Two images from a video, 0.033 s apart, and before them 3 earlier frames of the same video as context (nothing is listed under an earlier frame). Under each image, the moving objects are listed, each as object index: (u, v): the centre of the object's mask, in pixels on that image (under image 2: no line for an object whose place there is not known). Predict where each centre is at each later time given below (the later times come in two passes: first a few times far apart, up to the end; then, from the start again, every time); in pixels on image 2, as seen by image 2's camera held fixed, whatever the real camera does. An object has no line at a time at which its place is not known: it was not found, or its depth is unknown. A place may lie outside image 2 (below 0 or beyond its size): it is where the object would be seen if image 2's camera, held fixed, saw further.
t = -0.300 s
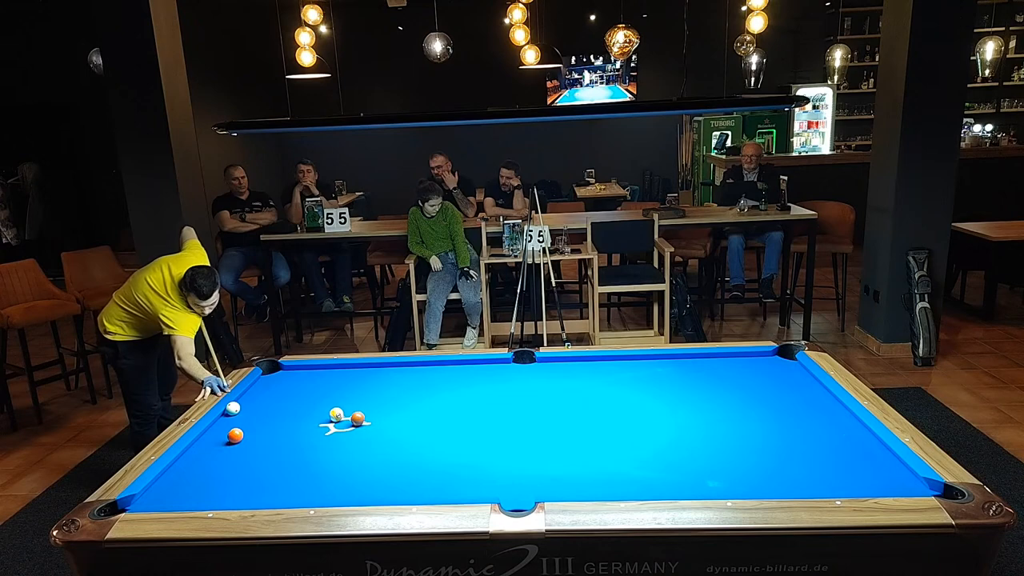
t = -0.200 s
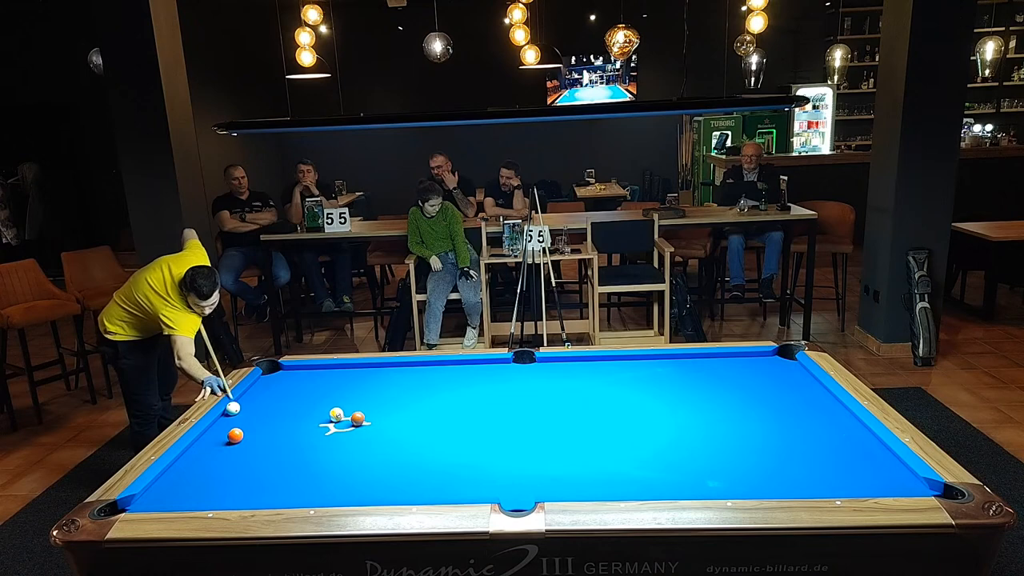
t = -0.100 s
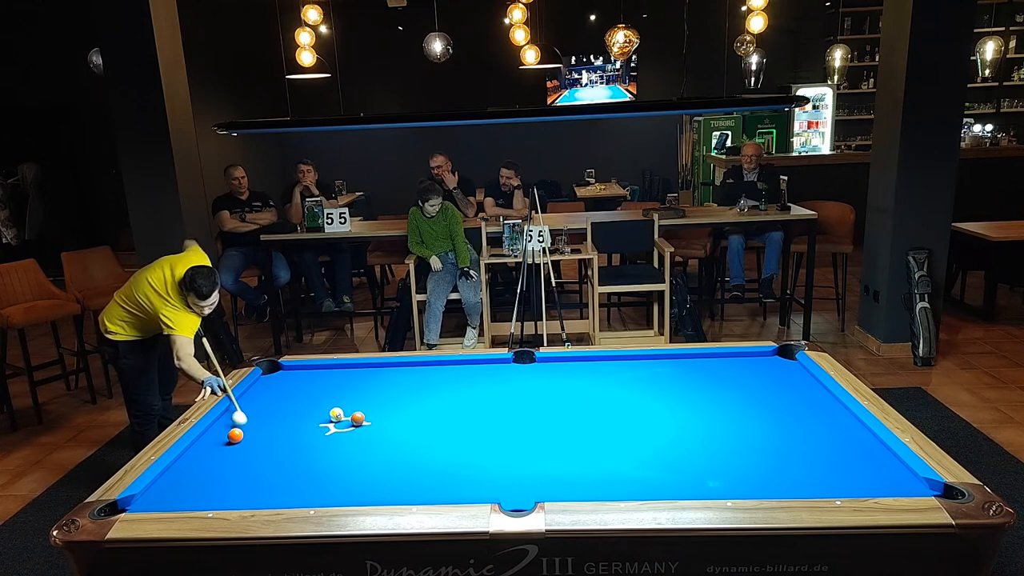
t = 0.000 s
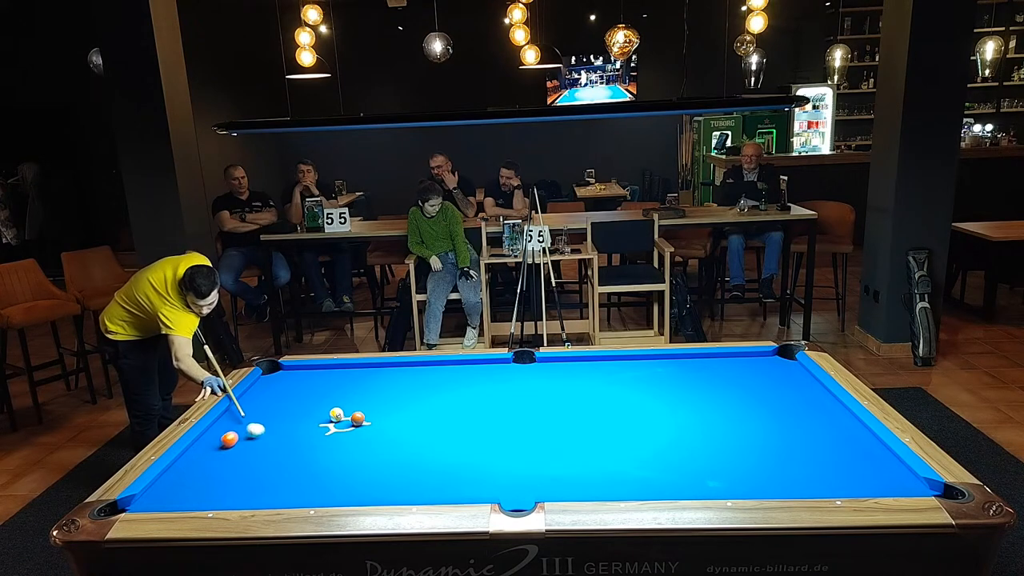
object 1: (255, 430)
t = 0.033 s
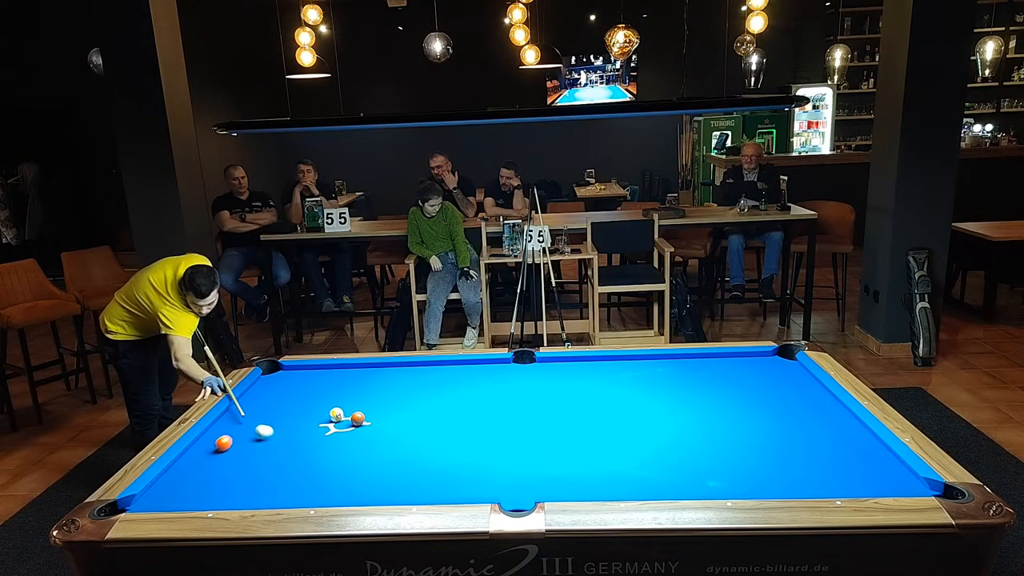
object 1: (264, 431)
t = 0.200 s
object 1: (306, 442)
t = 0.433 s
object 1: (368, 459)
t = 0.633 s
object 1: (427, 475)
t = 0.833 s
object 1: (492, 491)
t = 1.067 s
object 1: (555, 478)
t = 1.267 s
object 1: (605, 466)
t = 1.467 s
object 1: (652, 455)
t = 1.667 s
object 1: (695, 446)
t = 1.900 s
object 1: (742, 434)
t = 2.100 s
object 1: (780, 426)
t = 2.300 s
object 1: (815, 417)
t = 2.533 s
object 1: (832, 407)
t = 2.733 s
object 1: (802, 399)
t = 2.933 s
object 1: (774, 391)
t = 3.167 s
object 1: (744, 382)
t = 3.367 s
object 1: (721, 376)
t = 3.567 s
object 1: (700, 370)
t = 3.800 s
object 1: (678, 364)
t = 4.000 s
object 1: (660, 359)
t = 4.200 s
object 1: (648, 359)
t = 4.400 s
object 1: (640, 362)
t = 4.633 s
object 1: (630, 365)
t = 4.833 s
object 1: (622, 368)
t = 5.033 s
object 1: (614, 371)
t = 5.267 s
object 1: (605, 374)
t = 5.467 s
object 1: (599, 376)
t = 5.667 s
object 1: (592, 379)
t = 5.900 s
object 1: (585, 381)
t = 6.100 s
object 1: (580, 383)
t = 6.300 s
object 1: (575, 385)
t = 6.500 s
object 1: (571, 386)
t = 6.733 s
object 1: (566, 388)
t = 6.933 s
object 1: (562, 389)
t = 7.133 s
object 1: (559, 390)
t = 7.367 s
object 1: (556, 390)
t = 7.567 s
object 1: (554, 391)
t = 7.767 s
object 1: (553, 391)
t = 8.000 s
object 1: (552, 391)
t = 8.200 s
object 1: (552, 391)
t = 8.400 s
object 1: (551, 391)
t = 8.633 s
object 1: (551, 391)
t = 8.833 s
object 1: (551, 391)
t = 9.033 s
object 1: (551, 391)
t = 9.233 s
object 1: (551, 391)
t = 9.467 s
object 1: (551, 391)
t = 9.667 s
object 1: (551, 391)
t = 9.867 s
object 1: (551, 391)
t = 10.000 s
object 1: (551, 391)
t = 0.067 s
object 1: (272, 433)
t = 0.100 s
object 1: (281, 435)
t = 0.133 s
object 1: (289, 437)
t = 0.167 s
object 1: (297, 440)
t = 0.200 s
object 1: (306, 442)
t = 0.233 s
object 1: (314, 444)
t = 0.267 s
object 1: (323, 447)
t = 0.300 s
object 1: (332, 449)
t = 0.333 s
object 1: (341, 451)
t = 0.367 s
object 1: (349, 453)
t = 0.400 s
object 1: (359, 456)
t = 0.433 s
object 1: (368, 459)
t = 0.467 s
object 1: (377, 462)
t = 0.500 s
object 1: (387, 464)
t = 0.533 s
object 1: (397, 467)
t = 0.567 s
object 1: (406, 469)
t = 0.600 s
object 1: (417, 472)
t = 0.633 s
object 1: (427, 475)
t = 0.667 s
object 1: (437, 478)
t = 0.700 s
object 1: (448, 481)
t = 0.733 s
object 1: (459, 484)
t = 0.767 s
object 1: (469, 486)
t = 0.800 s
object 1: (480, 489)
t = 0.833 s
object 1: (492, 491)
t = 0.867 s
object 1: (502, 491)
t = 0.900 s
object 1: (511, 488)
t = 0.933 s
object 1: (520, 486)
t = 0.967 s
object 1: (529, 484)
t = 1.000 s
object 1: (538, 481)
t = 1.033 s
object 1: (547, 479)
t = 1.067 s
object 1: (555, 478)
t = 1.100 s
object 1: (564, 476)
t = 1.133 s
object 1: (572, 474)
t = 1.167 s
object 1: (581, 472)
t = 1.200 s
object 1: (589, 470)
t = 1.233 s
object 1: (597, 469)
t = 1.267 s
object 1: (605, 466)
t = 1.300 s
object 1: (613, 464)
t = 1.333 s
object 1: (621, 463)
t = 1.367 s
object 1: (629, 461)
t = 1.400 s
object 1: (636, 459)
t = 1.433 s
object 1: (644, 457)
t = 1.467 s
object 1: (652, 455)
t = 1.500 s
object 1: (659, 454)
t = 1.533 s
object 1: (666, 452)
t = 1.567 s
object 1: (673, 451)
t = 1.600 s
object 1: (681, 449)
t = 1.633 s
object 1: (688, 447)
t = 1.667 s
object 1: (695, 446)
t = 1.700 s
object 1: (702, 444)
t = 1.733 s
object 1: (709, 442)
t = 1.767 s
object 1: (715, 441)
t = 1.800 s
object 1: (722, 439)
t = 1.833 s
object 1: (729, 437)
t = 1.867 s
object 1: (735, 436)
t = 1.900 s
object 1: (742, 434)
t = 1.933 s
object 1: (749, 433)
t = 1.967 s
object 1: (755, 431)
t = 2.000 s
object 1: (761, 430)
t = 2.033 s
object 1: (768, 429)
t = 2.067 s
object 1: (774, 427)
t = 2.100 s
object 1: (780, 426)
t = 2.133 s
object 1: (786, 424)
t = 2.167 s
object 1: (792, 423)
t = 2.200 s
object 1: (798, 421)
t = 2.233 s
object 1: (804, 420)
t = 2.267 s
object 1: (810, 418)
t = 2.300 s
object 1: (815, 417)
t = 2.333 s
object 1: (821, 416)
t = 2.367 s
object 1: (826, 414)
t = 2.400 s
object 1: (832, 413)
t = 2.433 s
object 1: (838, 412)
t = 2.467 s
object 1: (843, 411)
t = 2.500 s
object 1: (838, 409)
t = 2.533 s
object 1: (832, 407)
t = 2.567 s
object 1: (827, 406)
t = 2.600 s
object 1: (822, 405)
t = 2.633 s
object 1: (817, 403)
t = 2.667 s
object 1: (812, 402)
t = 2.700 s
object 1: (807, 400)
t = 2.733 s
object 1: (802, 399)
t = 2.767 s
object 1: (797, 397)
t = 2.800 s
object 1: (792, 396)
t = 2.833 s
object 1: (787, 395)
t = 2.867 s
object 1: (783, 393)
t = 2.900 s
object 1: (778, 392)
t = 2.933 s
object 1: (774, 391)
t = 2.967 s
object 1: (769, 389)
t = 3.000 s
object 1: (765, 388)
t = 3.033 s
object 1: (761, 387)
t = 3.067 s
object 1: (756, 386)
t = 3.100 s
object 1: (752, 385)
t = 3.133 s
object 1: (748, 383)
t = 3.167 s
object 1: (744, 382)
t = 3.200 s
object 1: (740, 381)
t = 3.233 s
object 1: (737, 380)
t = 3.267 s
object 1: (732, 379)
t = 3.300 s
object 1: (729, 378)
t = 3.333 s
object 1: (725, 377)
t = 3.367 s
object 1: (721, 376)
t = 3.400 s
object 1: (718, 375)
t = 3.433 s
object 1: (714, 374)
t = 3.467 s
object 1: (711, 373)
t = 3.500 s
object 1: (707, 372)
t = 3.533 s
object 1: (704, 371)
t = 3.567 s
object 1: (700, 370)
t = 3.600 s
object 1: (697, 369)
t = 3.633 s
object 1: (694, 368)
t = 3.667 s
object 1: (691, 367)
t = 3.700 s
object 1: (687, 366)
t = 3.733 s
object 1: (684, 365)
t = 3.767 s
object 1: (681, 365)
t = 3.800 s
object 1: (678, 364)
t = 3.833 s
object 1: (675, 363)
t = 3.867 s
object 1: (672, 362)
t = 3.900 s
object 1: (669, 361)
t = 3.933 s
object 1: (666, 360)
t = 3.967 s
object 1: (663, 360)
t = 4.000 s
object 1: (660, 359)
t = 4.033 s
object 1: (657, 358)
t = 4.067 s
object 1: (655, 357)
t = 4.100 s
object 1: (653, 358)
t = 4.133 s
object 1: (651, 358)
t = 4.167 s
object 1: (650, 358)
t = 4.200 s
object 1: (648, 359)
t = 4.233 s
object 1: (647, 360)
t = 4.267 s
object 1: (646, 360)
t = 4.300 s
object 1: (644, 361)
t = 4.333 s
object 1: (643, 361)
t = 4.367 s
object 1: (641, 362)
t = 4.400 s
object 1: (640, 362)
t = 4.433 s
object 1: (638, 363)
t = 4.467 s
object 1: (637, 363)
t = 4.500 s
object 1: (635, 364)
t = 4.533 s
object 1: (634, 364)
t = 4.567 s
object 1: (633, 364)
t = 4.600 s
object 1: (631, 365)
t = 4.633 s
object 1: (630, 365)
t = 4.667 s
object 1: (628, 366)
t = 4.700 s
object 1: (627, 366)
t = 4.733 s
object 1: (626, 367)
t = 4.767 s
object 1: (624, 367)
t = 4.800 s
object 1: (623, 368)
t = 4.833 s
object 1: (622, 368)
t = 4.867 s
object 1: (620, 369)
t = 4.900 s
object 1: (619, 369)
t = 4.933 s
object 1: (618, 370)
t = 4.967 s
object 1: (616, 370)
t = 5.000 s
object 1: (615, 370)
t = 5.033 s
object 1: (614, 371)
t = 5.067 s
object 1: (613, 371)
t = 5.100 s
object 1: (611, 372)
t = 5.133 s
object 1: (610, 372)
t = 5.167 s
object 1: (609, 373)
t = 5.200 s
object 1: (608, 373)
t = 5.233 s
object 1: (607, 373)
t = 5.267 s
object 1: (605, 374)
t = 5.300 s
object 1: (604, 374)
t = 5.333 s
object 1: (603, 375)
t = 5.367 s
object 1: (602, 375)
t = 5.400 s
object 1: (601, 375)
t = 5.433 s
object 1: (600, 376)
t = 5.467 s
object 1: (599, 376)
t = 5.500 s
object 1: (597, 377)
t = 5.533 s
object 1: (596, 377)
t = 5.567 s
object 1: (595, 377)
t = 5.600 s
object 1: (595, 378)
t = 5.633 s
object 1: (593, 378)
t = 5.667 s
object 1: (592, 379)
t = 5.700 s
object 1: (591, 379)
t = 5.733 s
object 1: (590, 379)
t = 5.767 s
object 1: (589, 379)
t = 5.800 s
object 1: (588, 380)
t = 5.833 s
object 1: (587, 380)
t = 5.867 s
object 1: (586, 381)
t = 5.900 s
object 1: (585, 381)
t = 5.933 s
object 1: (585, 381)
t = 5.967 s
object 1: (584, 382)
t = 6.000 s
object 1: (583, 382)
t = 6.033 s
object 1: (582, 382)
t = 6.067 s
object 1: (581, 382)
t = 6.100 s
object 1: (580, 383)
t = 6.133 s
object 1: (579, 383)
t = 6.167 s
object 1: (578, 383)
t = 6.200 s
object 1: (578, 384)
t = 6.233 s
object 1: (577, 384)
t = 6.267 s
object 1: (576, 384)
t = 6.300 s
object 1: (575, 385)
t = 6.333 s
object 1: (574, 385)
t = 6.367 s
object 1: (573, 385)
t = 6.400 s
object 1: (573, 385)
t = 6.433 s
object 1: (572, 385)
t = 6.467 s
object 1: (571, 386)
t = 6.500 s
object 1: (571, 386)
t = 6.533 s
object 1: (570, 386)
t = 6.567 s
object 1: (569, 386)
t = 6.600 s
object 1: (568, 387)
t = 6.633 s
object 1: (568, 387)
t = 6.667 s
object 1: (567, 387)
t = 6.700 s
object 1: (566, 387)
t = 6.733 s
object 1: (566, 388)
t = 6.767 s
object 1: (565, 388)
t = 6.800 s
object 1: (565, 388)
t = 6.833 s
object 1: (564, 388)
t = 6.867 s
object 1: (563, 388)
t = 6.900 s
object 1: (563, 389)
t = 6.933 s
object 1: (562, 389)
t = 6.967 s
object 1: (562, 389)
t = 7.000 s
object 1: (561, 389)
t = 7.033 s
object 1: (561, 389)
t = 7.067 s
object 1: (560, 389)
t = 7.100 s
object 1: (560, 390)
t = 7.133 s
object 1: (559, 390)
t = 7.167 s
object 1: (559, 390)
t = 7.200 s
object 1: (558, 390)
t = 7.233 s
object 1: (558, 390)
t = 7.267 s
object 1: (557, 390)
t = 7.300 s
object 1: (557, 390)
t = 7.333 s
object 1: (557, 390)
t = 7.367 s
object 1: (556, 390)
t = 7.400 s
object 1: (556, 390)
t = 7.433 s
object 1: (555, 391)
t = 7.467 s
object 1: (555, 391)
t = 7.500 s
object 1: (555, 391)
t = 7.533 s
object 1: (554, 391)
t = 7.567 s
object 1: (554, 391)
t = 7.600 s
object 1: (554, 391)
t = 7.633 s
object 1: (553, 391)
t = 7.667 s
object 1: (553, 391)
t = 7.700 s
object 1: (553, 391)
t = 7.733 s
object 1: (553, 391)
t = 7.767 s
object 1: (553, 391)
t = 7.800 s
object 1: (553, 391)
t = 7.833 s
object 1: (552, 391)
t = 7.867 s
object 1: (552, 391)
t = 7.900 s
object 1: (552, 391)
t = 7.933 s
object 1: (552, 391)
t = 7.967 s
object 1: (552, 391)
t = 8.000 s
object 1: (552, 391)
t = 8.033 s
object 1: (552, 391)
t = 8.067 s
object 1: (552, 391)
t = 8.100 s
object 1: (552, 391)
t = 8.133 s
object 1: (552, 391)
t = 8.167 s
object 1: (552, 391)
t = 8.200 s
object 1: (552, 391)
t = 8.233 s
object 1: (551, 391)
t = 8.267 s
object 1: (551, 391)
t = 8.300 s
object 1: (551, 391)
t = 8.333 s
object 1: (551, 391)
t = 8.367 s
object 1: (551, 391)
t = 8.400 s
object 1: (551, 391)
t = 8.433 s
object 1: (551, 391)
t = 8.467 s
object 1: (551, 391)
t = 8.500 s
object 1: (551, 391)
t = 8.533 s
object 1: (551, 391)
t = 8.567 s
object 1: (551, 391)
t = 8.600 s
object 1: (551, 391)
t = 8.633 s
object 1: (551, 391)
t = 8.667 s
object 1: (551, 391)
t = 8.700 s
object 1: (551, 391)
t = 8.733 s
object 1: (551, 391)
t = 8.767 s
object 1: (551, 391)
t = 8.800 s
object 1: (551, 391)
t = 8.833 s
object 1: (551, 391)
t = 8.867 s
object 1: (551, 391)
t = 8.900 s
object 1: (551, 391)
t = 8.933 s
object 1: (551, 391)
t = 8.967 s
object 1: (551, 391)
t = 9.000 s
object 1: (551, 391)
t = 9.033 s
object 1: (551, 391)
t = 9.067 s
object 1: (551, 391)
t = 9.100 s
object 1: (551, 391)
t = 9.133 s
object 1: (551, 391)
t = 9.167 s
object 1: (551, 391)
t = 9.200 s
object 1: (551, 391)
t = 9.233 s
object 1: (551, 391)
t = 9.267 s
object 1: (551, 391)
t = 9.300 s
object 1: (551, 391)
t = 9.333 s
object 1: (551, 391)
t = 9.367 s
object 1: (551, 391)
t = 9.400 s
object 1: (551, 391)
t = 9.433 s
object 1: (551, 391)
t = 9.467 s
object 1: (551, 391)
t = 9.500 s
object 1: (551, 391)
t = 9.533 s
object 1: (551, 391)
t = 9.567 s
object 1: (551, 391)
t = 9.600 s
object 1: (551, 391)
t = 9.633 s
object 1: (551, 391)
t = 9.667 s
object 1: (551, 391)
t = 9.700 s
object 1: (551, 391)
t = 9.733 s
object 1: (551, 391)
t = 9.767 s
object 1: (551, 391)
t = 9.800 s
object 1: (551, 391)
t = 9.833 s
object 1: (551, 391)
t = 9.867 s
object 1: (551, 391)
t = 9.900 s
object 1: (551, 391)
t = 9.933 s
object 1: (551, 391)
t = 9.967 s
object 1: (551, 391)
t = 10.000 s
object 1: (551, 391)
